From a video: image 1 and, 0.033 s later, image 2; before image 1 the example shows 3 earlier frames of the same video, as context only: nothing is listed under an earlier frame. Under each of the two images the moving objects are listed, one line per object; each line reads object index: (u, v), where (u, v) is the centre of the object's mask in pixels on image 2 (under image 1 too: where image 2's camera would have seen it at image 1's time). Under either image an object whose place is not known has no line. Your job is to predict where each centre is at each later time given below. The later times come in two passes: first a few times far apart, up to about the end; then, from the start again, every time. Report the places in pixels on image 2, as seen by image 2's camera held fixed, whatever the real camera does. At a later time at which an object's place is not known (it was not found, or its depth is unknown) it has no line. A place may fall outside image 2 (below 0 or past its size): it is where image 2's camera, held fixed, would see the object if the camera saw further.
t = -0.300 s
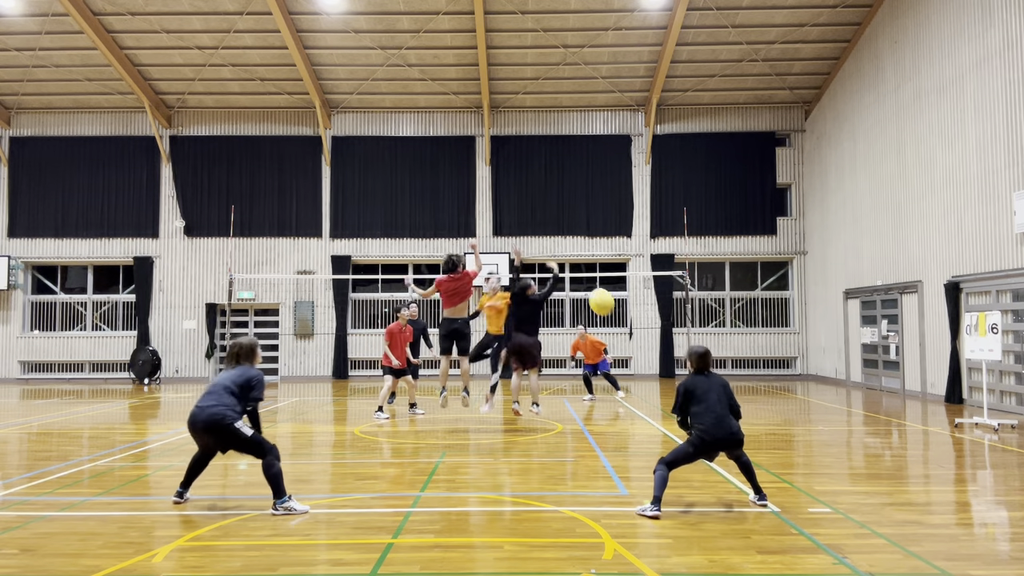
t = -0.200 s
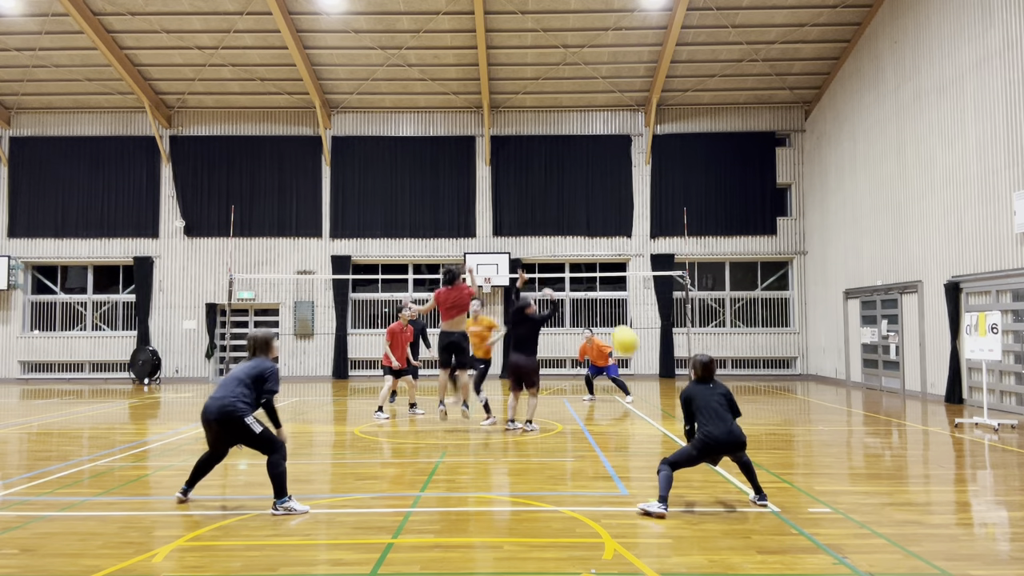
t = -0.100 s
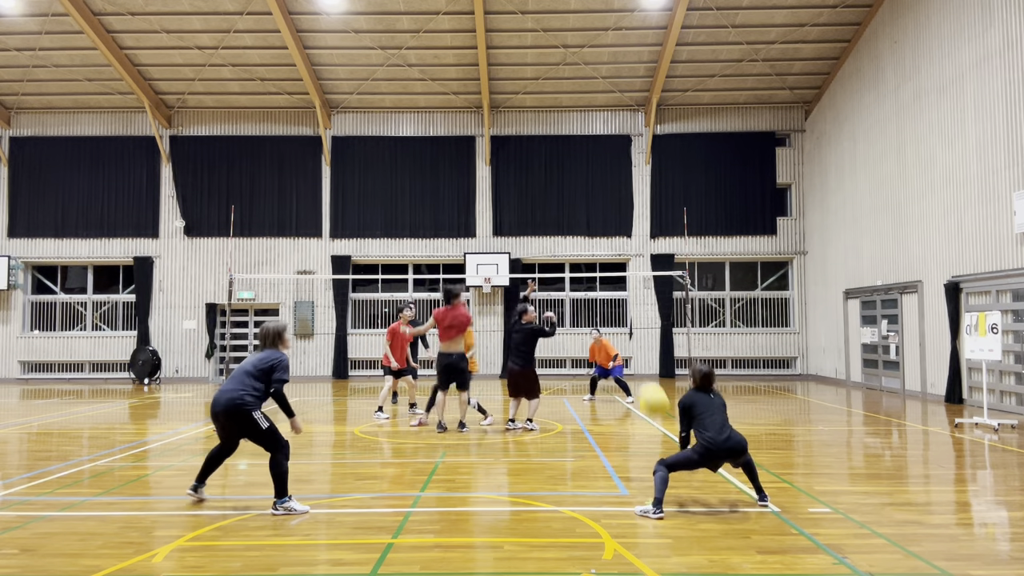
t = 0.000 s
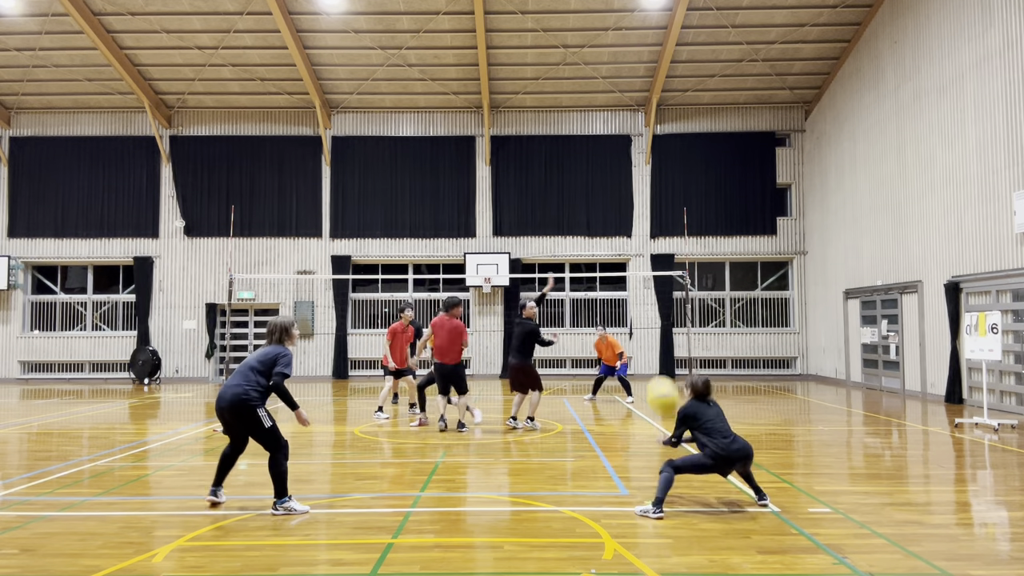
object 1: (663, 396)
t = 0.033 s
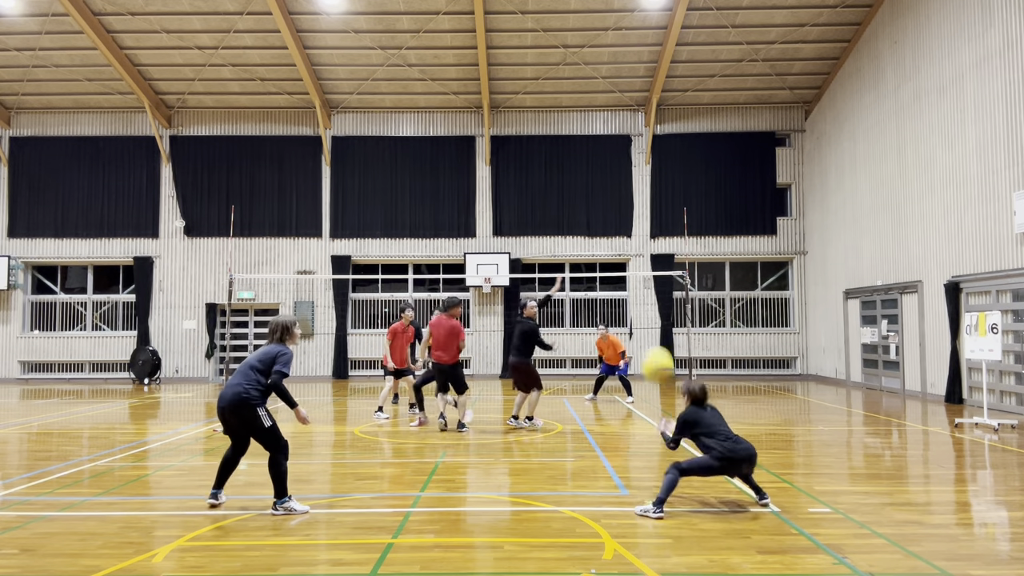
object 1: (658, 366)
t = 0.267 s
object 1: (626, 203)
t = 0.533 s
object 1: (598, 102)
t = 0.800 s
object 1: (573, 83)
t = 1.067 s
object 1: (548, 148)
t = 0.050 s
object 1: (656, 350)
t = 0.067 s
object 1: (654, 337)
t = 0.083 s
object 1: (652, 324)
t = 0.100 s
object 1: (649, 310)
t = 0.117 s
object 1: (647, 297)
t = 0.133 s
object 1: (644, 285)
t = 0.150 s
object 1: (642, 273)
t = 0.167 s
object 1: (640, 262)
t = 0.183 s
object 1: (637, 250)
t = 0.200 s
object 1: (635, 240)
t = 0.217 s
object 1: (632, 230)
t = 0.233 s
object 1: (631, 221)
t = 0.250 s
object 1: (629, 212)
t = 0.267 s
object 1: (626, 203)
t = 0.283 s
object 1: (625, 194)
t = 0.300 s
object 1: (623, 185)
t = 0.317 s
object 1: (621, 177)
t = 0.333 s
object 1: (619, 170)
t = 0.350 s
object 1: (617, 162)
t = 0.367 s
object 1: (616, 155)
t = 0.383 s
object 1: (614, 149)
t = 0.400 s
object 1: (612, 142)
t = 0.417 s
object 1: (611, 136)
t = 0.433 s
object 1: (609, 130)
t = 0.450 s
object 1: (607, 124)
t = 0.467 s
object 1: (605, 119)
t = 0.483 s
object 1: (603, 114)
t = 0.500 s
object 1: (602, 110)
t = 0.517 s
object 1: (600, 105)
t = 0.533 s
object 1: (598, 102)
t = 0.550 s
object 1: (597, 98)
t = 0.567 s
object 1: (595, 94)
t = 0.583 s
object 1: (594, 91)
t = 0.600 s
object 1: (592, 89)
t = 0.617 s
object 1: (590, 87)
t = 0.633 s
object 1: (589, 85)
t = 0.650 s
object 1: (587, 84)
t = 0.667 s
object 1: (585, 83)
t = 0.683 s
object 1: (584, 81)
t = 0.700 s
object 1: (582, 80)
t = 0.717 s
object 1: (581, 80)
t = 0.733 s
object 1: (579, 80)
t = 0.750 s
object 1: (577, 80)
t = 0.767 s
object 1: (576, 81)
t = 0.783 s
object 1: (574, 82)
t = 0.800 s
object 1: (573, 83)
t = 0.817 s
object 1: (571, 85)
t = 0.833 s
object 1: (570, 86)
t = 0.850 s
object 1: (568, 89)
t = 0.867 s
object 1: (567, 91)
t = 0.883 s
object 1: (565, 94)
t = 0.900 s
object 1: (564, 97)
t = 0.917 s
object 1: (562, 101)
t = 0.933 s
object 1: (560, 104)
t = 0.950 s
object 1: (559, 108)
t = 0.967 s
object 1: (557, 113)
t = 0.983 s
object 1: (556, 118)
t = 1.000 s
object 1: (554, 123)
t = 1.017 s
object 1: (553, 128)
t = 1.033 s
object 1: (551, 135)
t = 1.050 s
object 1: (550, 141)
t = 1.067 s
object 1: (548, 148)
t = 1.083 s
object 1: (547, 154)
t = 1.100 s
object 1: (545, 161)
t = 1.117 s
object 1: (544, 169)
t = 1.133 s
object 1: (542, 176)
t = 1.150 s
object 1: (541, 184)
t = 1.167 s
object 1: (539, 193)
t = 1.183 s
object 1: (537, 202)
